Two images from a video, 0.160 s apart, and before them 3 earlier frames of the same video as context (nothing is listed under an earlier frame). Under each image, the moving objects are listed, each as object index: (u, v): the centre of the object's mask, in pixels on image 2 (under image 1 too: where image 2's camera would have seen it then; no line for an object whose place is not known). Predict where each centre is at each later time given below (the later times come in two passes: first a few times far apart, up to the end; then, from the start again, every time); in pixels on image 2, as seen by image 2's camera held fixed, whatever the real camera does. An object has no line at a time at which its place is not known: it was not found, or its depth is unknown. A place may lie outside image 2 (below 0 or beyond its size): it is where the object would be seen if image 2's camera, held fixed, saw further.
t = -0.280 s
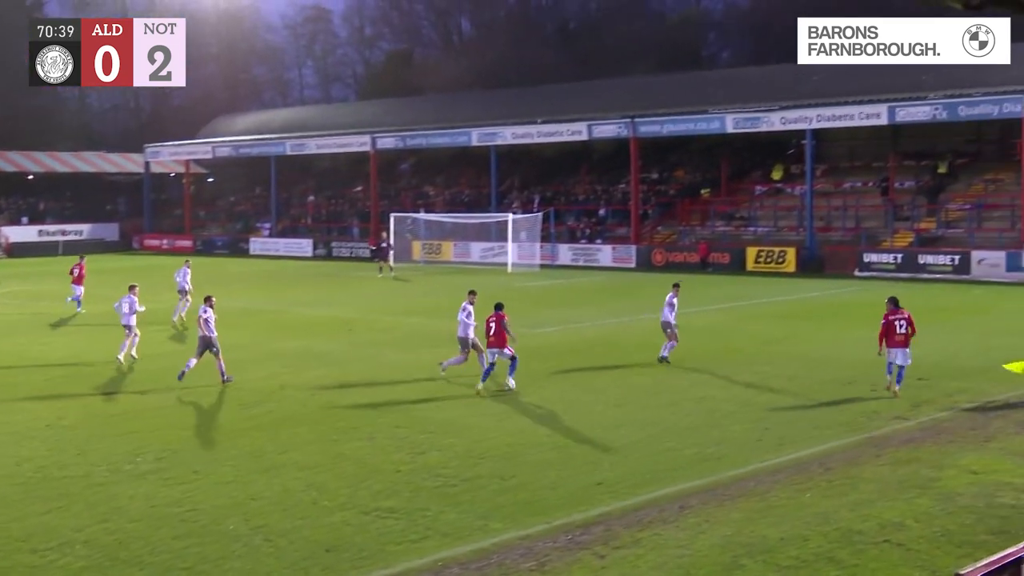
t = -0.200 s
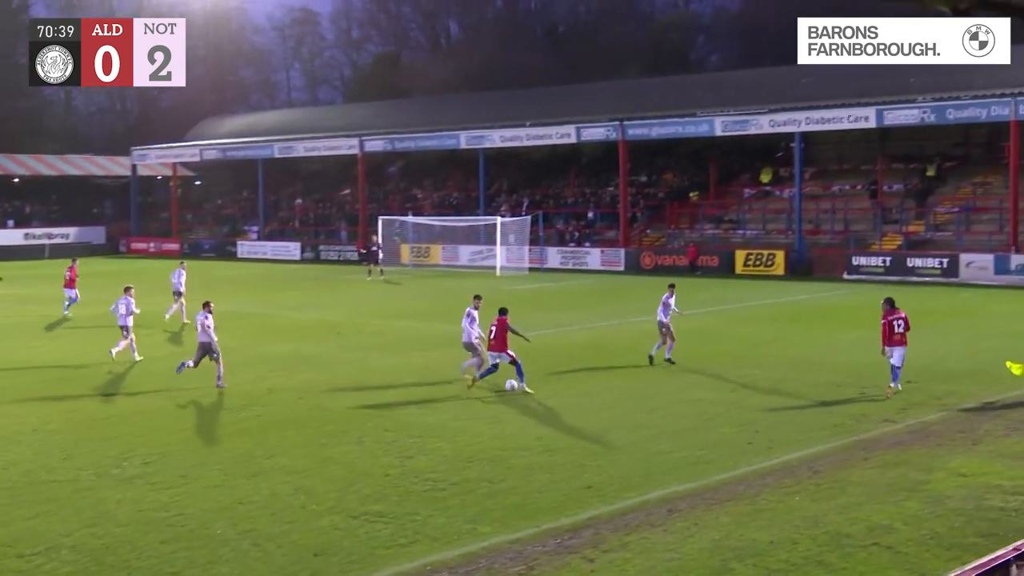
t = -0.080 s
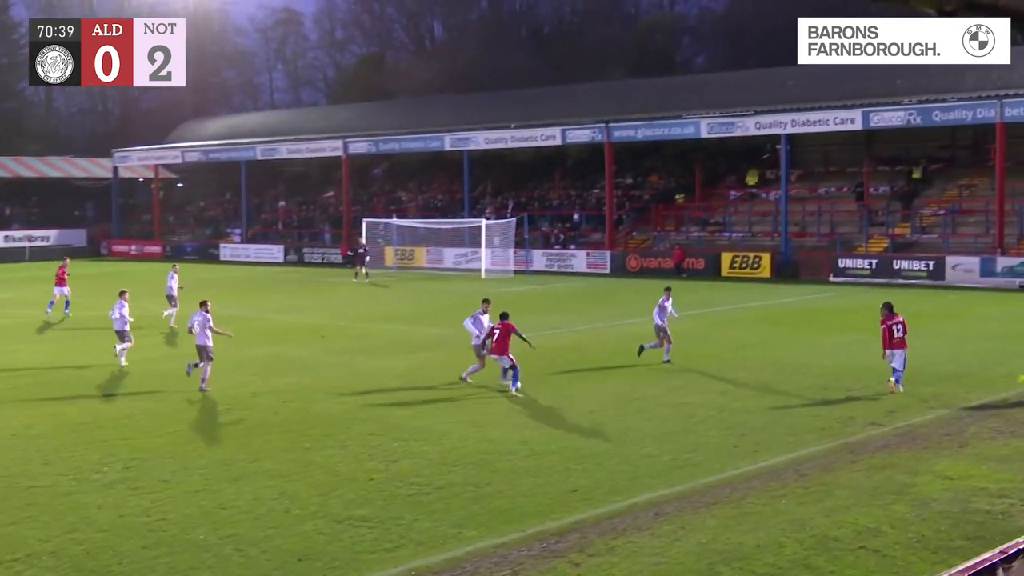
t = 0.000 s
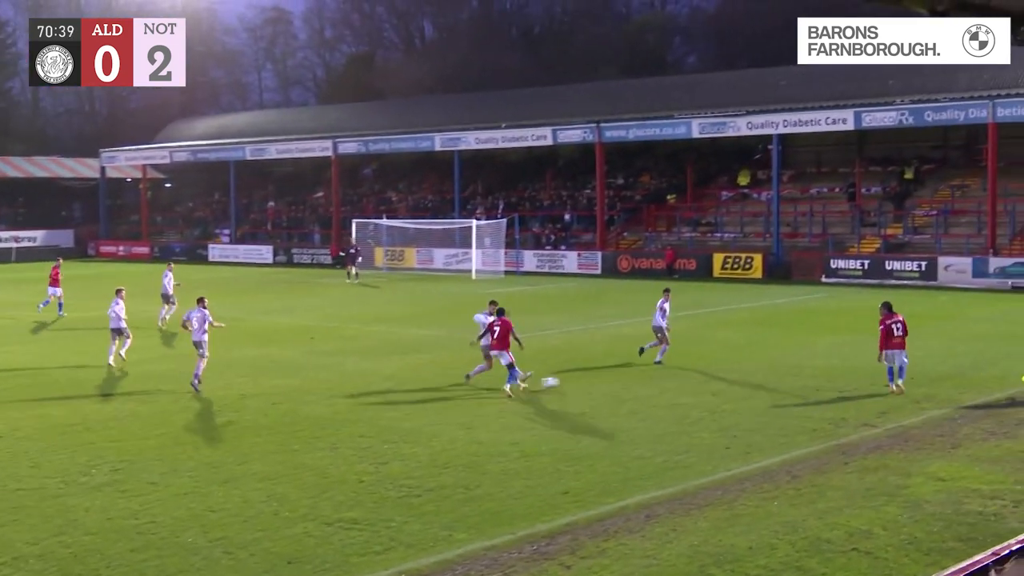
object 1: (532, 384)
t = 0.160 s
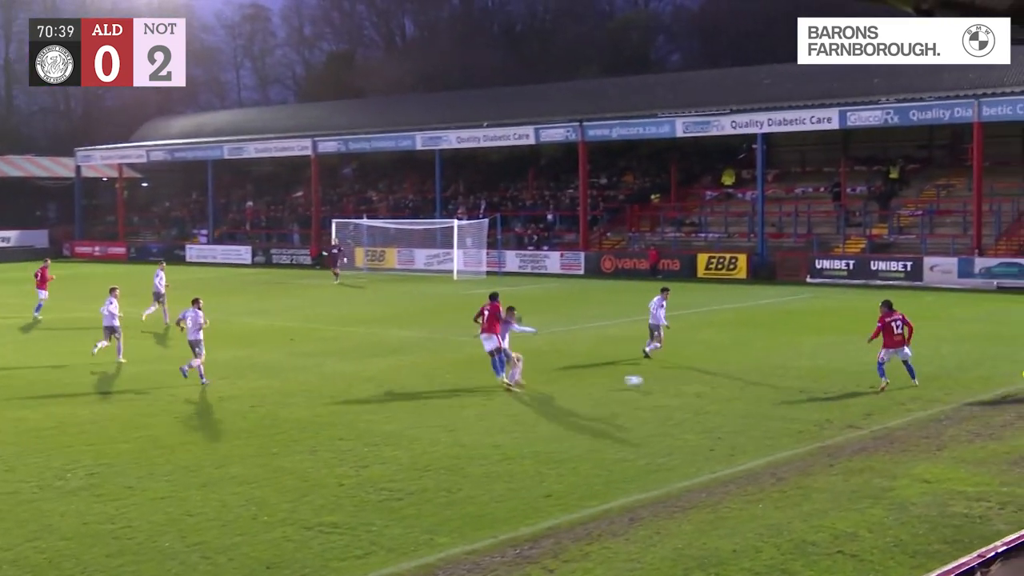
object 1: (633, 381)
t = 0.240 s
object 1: (681, 383)
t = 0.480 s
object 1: (811, 379)
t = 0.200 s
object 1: (658, 383)
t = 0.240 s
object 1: (681, 383)
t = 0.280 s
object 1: (704, 381)
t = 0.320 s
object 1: (726, 382)
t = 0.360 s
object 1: (749, 381)
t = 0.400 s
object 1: (770, 381)
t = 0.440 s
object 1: (790, 380)
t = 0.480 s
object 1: (811, 379)
